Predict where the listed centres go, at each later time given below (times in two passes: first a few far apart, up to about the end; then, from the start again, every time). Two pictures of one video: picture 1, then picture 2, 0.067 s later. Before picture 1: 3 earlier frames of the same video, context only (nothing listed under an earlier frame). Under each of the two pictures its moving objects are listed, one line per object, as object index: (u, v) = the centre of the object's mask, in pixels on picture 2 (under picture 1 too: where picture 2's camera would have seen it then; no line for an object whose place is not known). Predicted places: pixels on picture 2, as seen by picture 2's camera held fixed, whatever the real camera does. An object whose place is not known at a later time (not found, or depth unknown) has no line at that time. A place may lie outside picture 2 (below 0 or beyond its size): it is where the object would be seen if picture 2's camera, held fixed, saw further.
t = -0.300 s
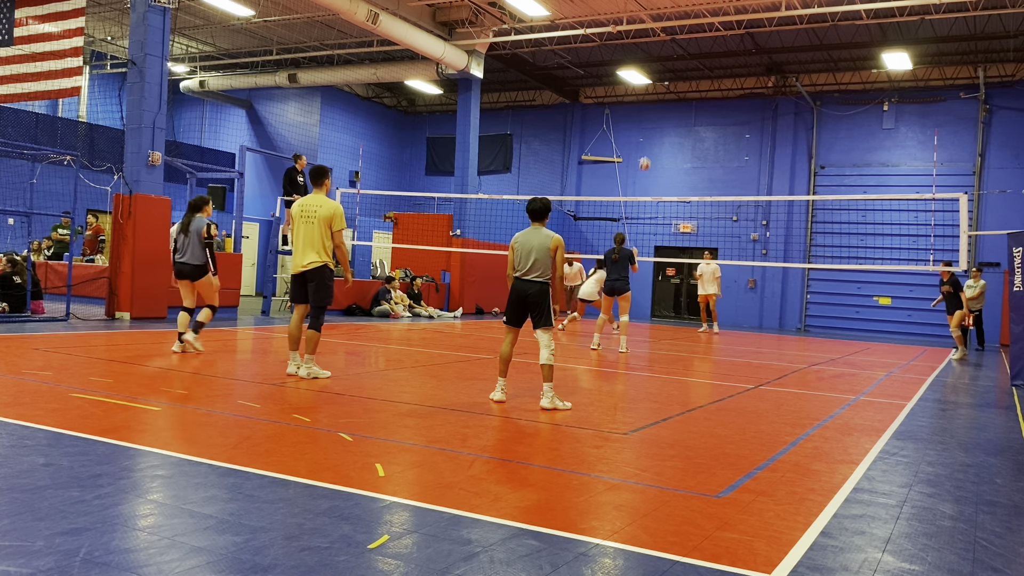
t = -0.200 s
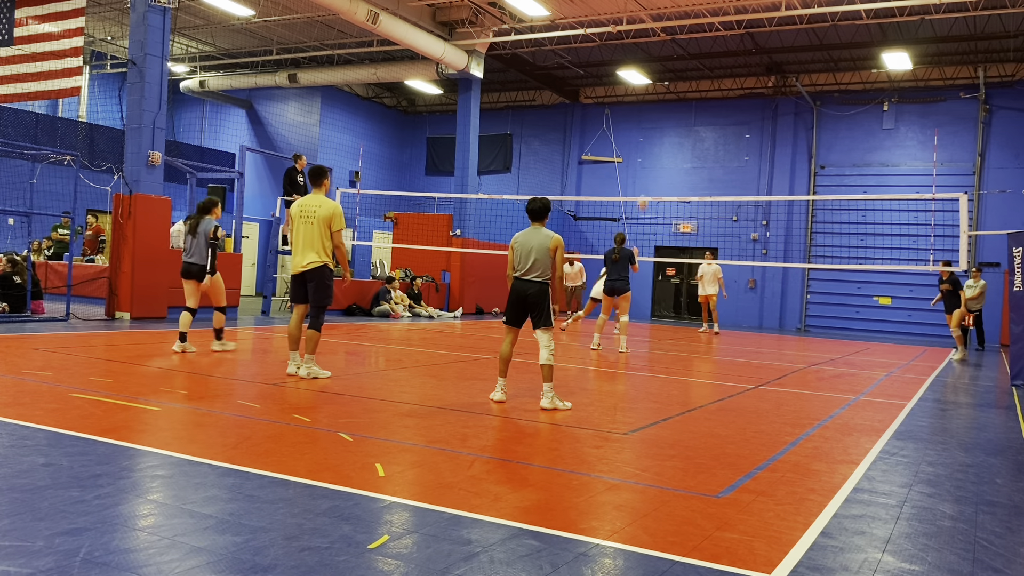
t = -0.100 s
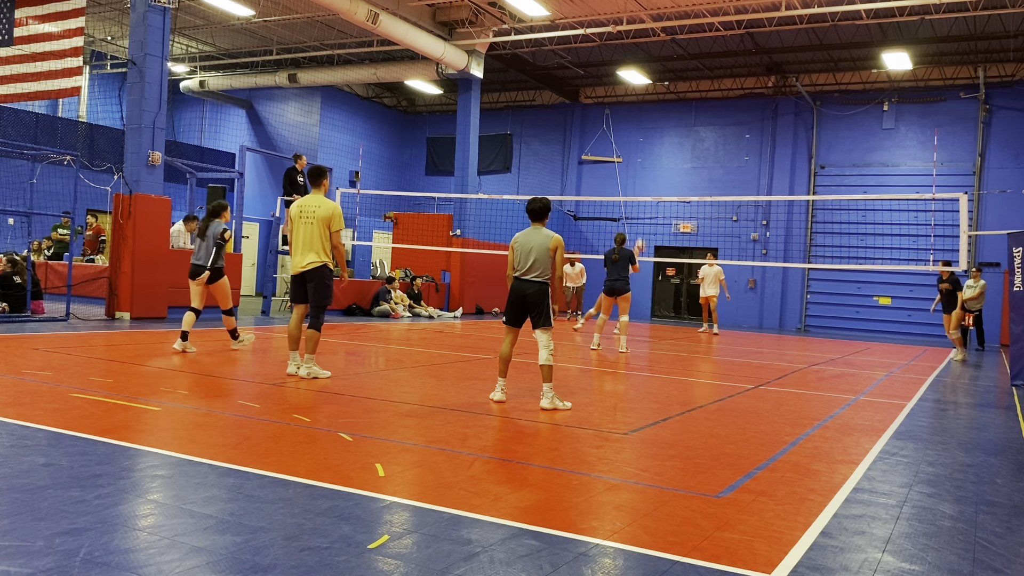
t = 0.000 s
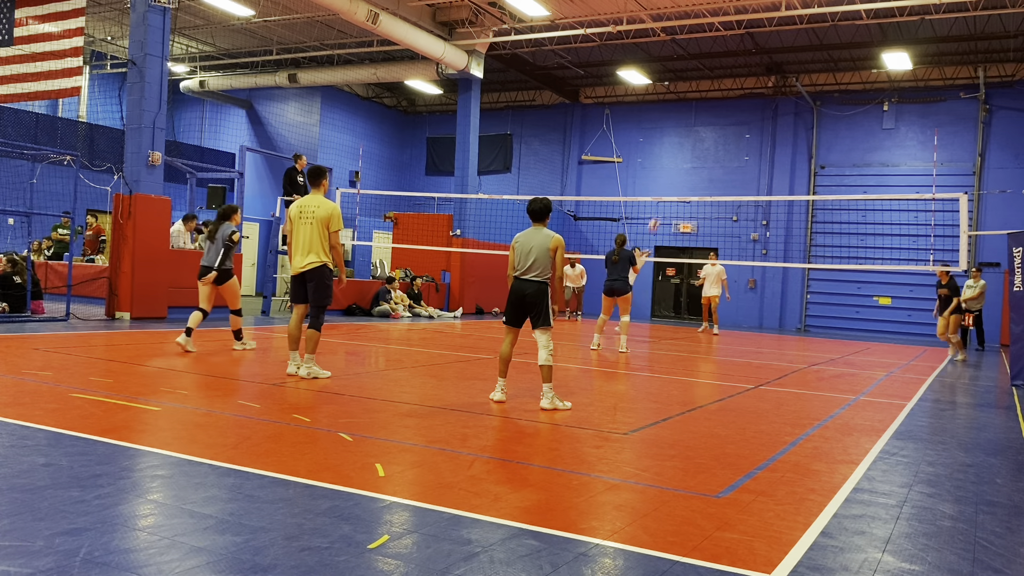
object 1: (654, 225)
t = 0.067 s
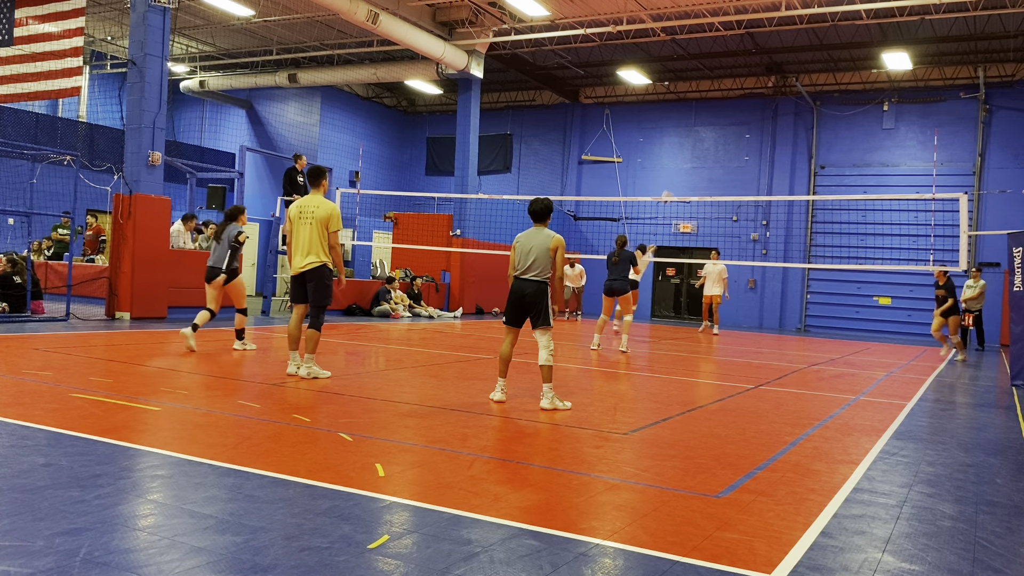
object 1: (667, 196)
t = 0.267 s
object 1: (705, 127)
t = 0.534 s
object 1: (753, 63)
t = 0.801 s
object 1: (801, 38)
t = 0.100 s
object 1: (673, 184)
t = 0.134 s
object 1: (680, 171)
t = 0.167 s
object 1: (686, 159)
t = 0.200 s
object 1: (692, 147)
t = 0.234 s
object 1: (698, 137)
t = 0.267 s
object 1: (705, 127)
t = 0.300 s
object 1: (711, 116)
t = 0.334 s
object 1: (716, 107)
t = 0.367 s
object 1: (722, 98)
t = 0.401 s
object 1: (728, 90)
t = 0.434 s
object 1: (735, 82)
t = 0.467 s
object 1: (741, 75)
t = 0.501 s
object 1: (747, 69)
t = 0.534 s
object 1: (753, 63)
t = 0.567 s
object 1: (759, 57)
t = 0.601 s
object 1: (765, 53)
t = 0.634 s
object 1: (772, 49)
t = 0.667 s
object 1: (778, 45)
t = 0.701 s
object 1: (784, 42)
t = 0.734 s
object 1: (790, 40)
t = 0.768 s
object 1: (795, 39)
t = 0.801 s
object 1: (801, 38)
